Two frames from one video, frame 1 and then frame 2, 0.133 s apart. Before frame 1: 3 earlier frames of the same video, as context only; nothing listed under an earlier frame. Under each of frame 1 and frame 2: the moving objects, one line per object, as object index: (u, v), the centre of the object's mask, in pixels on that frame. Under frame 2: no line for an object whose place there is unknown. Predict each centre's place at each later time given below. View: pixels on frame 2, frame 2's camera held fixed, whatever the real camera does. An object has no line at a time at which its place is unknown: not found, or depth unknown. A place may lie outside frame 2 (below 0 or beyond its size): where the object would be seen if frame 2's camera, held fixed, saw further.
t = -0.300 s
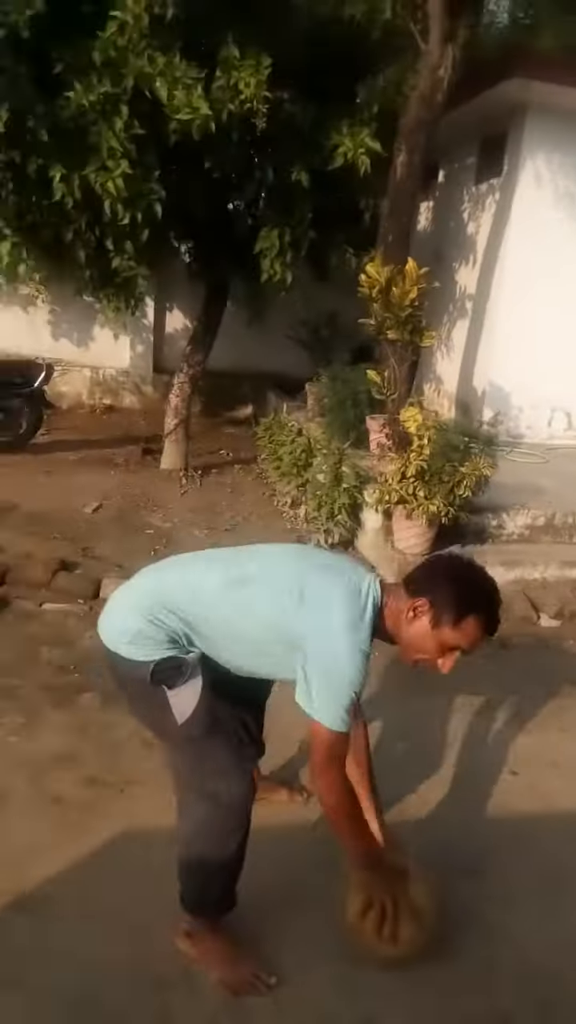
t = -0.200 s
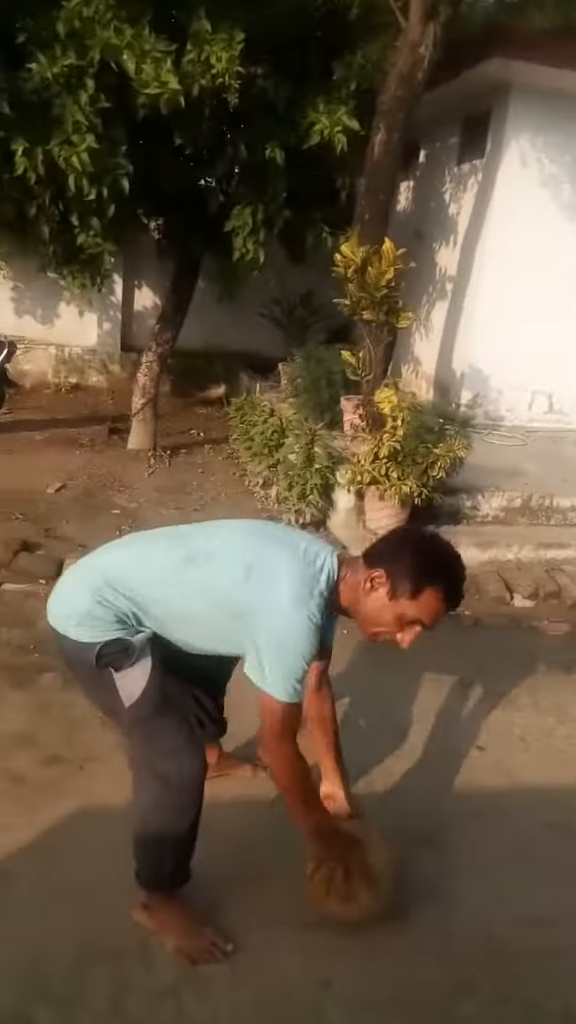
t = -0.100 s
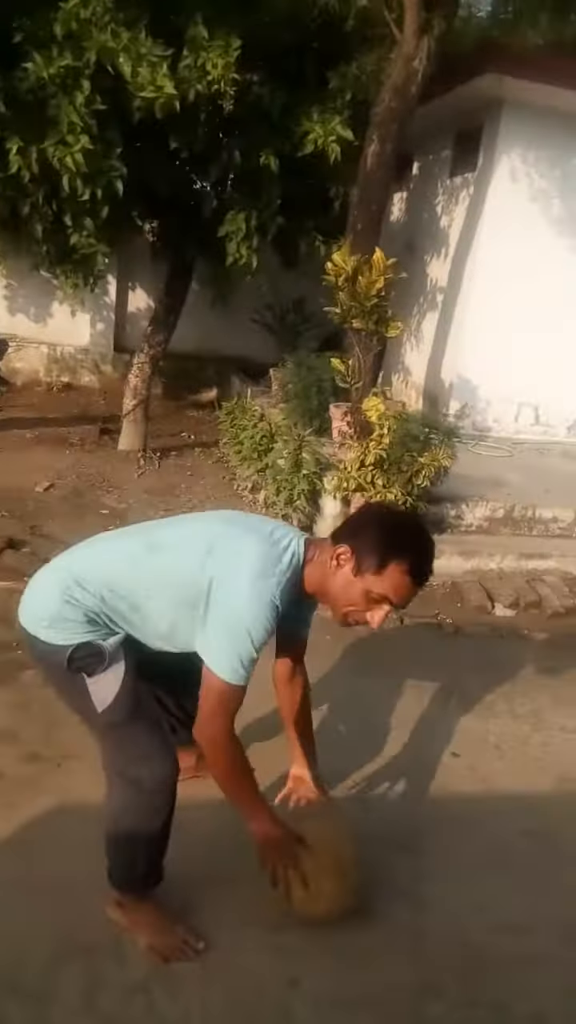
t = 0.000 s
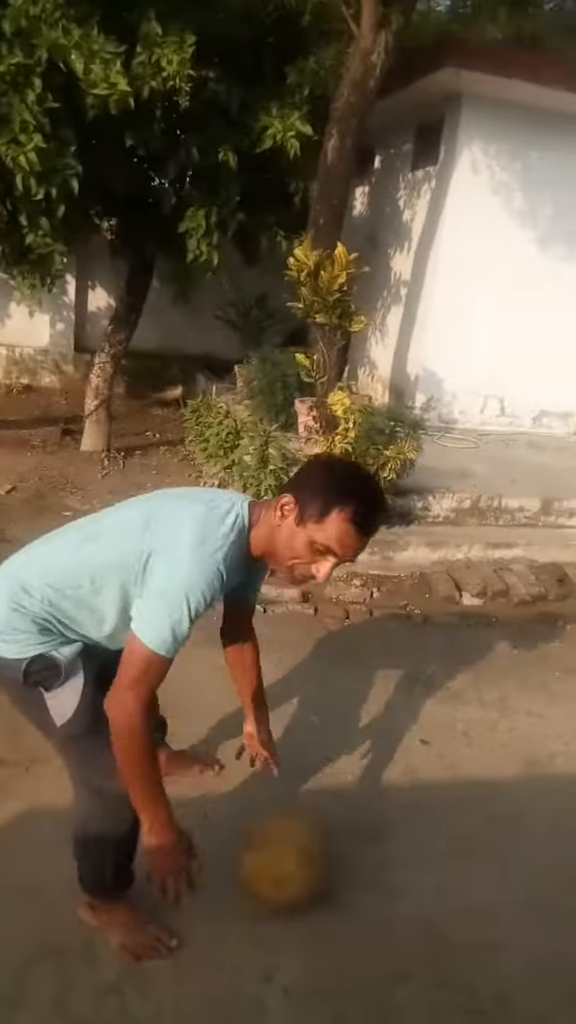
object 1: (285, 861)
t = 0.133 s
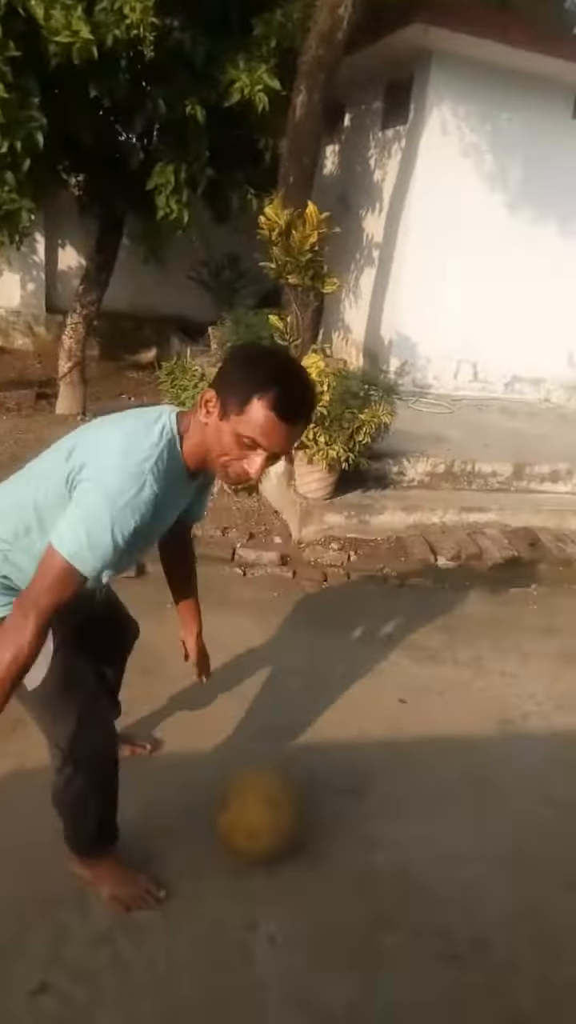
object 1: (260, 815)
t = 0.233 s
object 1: (252, 815)
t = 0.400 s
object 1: (245, 809)
